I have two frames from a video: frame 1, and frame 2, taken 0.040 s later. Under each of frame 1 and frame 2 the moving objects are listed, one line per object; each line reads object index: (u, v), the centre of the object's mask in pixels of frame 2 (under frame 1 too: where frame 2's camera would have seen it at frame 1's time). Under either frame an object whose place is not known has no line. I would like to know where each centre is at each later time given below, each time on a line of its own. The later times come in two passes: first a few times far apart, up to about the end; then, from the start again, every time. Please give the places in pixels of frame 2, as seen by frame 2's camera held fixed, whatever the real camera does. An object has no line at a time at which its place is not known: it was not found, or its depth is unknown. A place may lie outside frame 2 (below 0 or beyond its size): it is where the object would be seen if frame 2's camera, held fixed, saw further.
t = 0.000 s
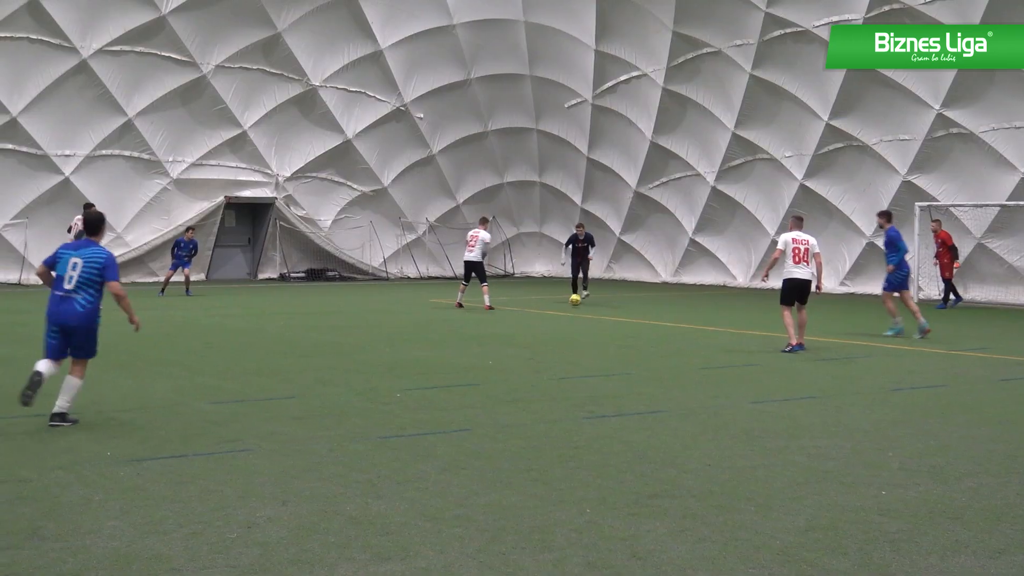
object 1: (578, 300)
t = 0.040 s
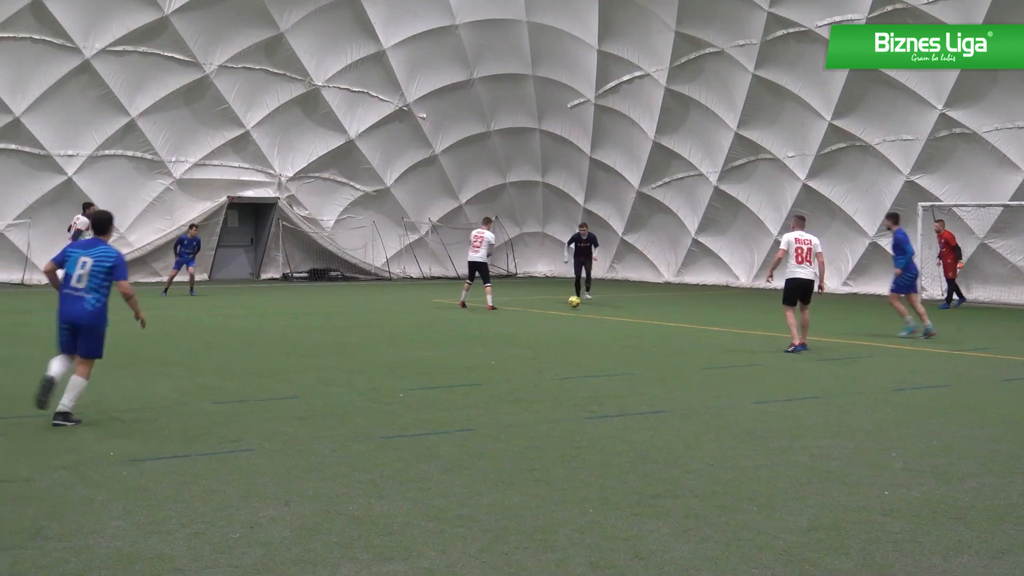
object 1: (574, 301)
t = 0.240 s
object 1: (555, 309)
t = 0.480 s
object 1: (526, 317)
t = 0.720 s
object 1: (493, 328)
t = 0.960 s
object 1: (462, 337)
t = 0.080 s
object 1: (570, 304)
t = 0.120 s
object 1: (566, 306)
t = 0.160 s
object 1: (563, 306)
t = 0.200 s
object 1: (558, 307)
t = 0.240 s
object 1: (555, 309)
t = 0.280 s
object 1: (550, 311)
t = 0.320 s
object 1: (545, 313)
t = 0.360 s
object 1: (541, 313)
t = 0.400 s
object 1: (536, 313)
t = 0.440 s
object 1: (531, 315)
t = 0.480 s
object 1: (526, 317)
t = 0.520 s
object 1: (520, 321)
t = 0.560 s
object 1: (515, 321)
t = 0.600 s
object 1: (510, 321)
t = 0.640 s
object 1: (505, 322)
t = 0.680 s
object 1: (500, 324)
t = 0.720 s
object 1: (493, 328)
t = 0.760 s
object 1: (488, 329)
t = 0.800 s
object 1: (484, 328)
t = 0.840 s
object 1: (478, 329)
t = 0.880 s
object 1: (473, 331)
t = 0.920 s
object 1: (467, 334)
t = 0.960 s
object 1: (462, 337)
